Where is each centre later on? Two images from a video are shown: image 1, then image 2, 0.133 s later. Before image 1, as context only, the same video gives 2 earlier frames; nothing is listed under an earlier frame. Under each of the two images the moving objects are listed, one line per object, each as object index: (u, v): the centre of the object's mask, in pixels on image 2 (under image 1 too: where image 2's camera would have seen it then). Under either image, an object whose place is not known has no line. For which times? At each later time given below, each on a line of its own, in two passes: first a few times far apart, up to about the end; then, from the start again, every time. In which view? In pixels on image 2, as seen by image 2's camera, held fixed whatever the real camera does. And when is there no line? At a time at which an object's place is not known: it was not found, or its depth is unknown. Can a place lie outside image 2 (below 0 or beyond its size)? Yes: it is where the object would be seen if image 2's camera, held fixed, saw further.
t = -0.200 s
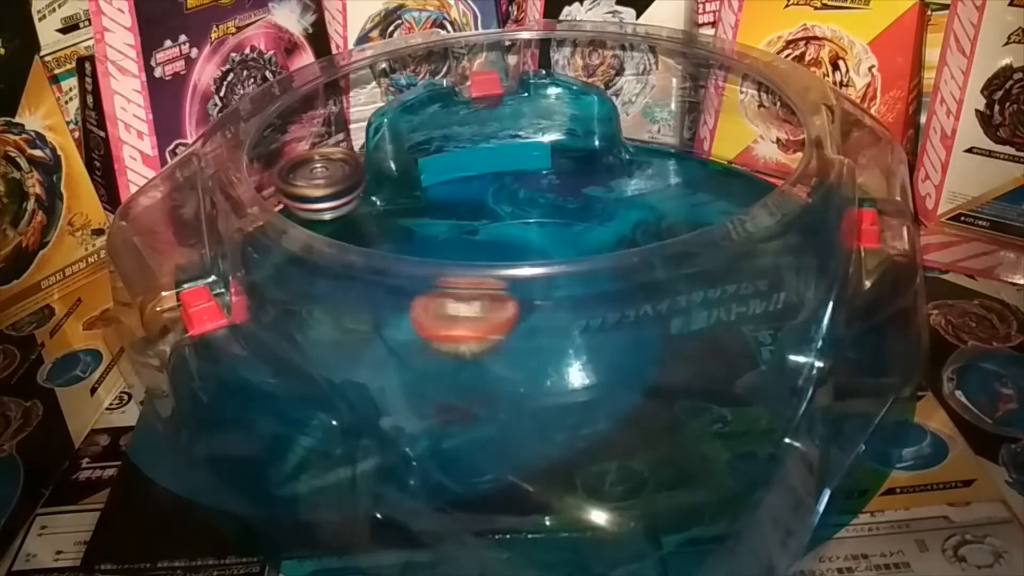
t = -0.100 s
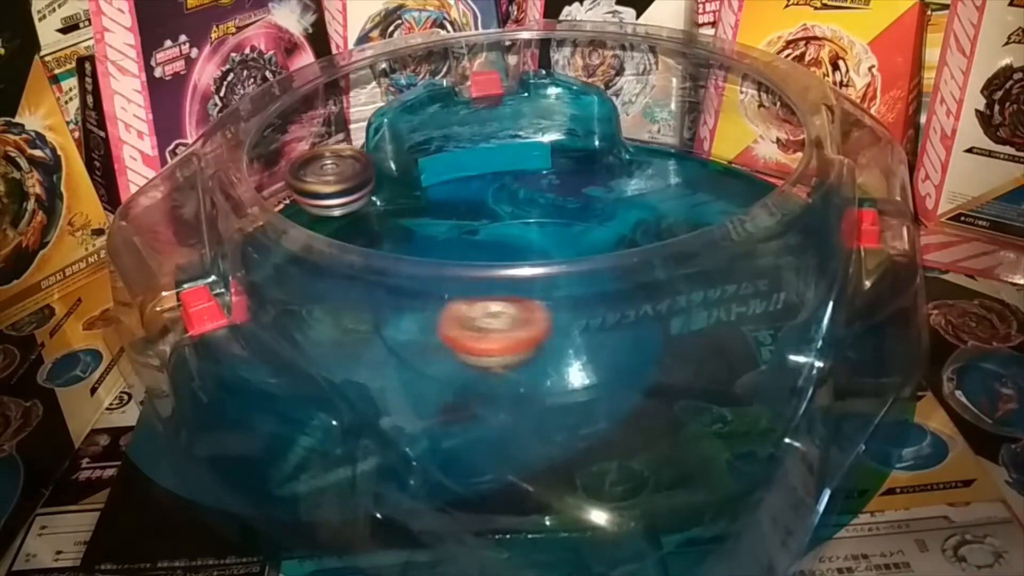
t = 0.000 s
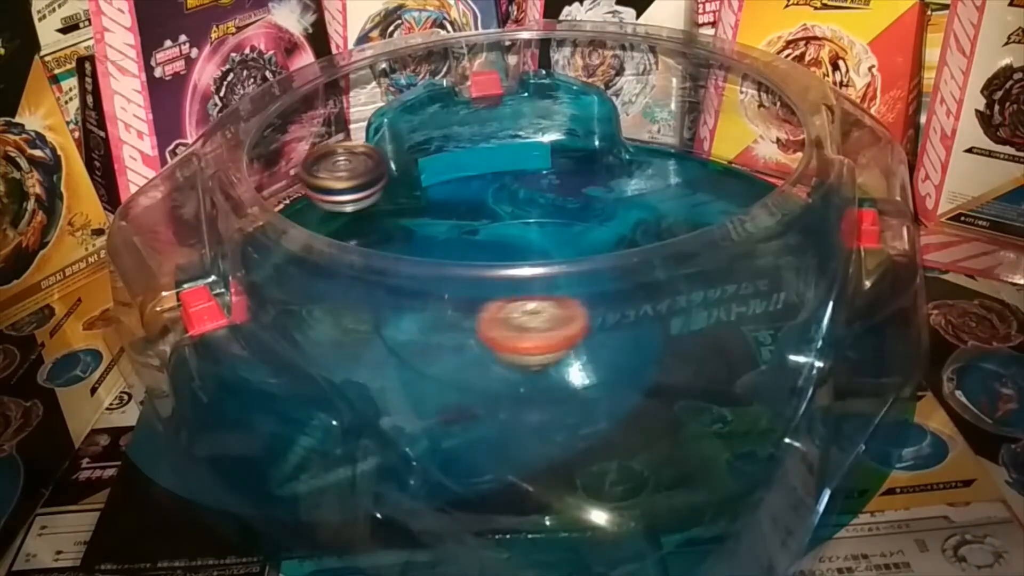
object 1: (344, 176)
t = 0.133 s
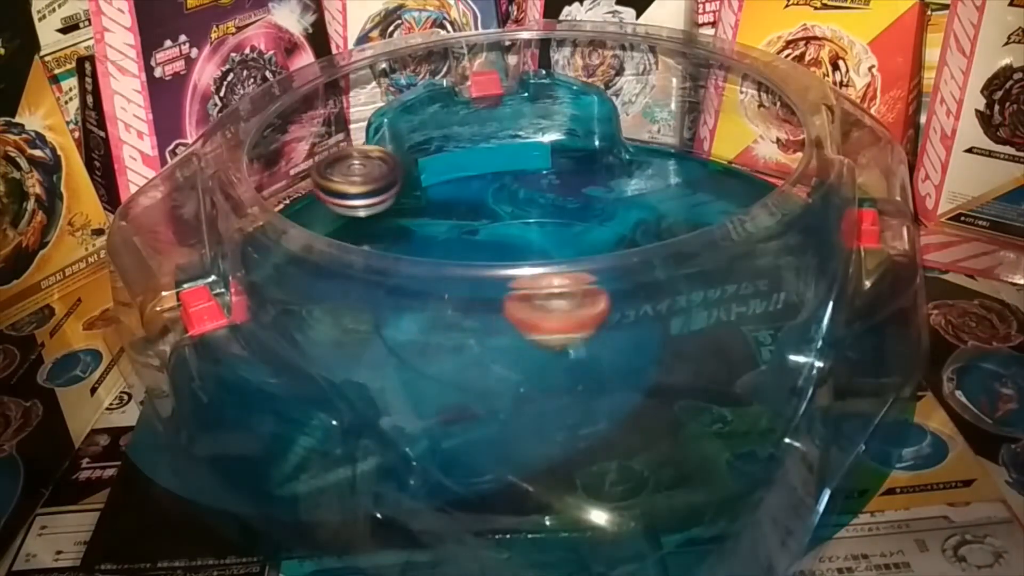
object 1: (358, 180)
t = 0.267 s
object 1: (374, 187)
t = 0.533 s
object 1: (422, 216)
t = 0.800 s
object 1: (566, 228)
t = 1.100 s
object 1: (649, 259)
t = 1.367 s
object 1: (610, 279)
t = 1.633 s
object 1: (646, 257)
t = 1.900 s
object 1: (633, 278)
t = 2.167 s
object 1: (568, 257)
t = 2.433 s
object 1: (579, 222)
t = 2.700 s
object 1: (575, 232)
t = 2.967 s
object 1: (567, 236)
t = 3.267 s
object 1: (563, 259)
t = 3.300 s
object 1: (569, 263)
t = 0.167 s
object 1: (361, 182)
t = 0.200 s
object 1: (365, 183)
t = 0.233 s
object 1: (370, 185)
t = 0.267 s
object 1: (374, 187)
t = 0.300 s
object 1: (379, 188)
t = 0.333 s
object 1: (384, 190)
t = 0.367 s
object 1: (387, 192)
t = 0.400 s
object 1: (392, 196)
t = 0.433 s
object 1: (396, 199)
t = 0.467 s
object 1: (401, 204)
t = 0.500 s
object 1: (409, 210)
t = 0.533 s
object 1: (422, 216)
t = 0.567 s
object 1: (437, 222)
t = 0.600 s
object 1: (457, 225)
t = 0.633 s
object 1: (477, 222)
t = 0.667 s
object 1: (495, 220)
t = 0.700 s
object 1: (515, 221)
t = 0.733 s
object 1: (532, 222)
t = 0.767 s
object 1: (550, 225)
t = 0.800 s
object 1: (566, 228)
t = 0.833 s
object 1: (579, 232)
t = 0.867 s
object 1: (591, 245)
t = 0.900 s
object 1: (601, 256)
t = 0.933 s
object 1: (605, 268)
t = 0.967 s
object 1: (609, 276)
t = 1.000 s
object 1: (611, 281)
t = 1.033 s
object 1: (616, 284)
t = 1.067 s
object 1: (633, 274)
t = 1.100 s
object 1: (649, 259)
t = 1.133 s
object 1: (659, 251)
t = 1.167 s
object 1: (664, 243)
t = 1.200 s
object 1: (665, 242)
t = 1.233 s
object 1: (658, 245)
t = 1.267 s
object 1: (649, 250)
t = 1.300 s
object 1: (636, 261)
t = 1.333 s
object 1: (625, 268)
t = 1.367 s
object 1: (610, 279)
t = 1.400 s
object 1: (592, 297)
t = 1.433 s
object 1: (580, 296)
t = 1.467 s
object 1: (593, 290)
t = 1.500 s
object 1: (607, 281)
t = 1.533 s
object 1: (617, 274)
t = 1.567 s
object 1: (628, 267)
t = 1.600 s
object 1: (639, 260)
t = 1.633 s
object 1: (646, 257)
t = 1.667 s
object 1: (652, 258)
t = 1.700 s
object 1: (655, 258)
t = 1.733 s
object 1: (656, 260)
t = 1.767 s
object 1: (654, 264)
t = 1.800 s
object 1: (652, 268)
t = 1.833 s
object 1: (648, 272)
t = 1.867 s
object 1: (640, 273)
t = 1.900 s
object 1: (633, 278)
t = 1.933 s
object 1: (624, 280)
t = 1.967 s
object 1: (615, 282)
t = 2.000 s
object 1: (607, 282)
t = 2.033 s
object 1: (597, 282)
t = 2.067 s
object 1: (588, 276)
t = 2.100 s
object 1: (579, 271)
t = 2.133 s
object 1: (571, 262)
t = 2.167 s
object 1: (568, 257)
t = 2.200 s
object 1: (565, 251)
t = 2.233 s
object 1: (562, 237)
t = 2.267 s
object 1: (562, 233)
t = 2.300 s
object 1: (564, 230)
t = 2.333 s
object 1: (567, 228)
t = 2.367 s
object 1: (571, 225)
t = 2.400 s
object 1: (576, 223)
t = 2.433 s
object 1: (579, 222)
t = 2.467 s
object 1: (583, 221)
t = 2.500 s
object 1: (585, 222)
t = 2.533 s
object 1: (585, 223)
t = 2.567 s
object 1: (585, 224)
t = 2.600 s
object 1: (584, 226)
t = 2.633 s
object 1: (582, 228)
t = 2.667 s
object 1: (579, 230)
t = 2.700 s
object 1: (575, 232)
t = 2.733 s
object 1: (569, 234)
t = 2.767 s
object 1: (562, 235)
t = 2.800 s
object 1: (554, 236)
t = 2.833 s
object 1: (552, 236)
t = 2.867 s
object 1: (557, 236)
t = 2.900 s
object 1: (562, 236)
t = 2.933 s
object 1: (567, 244)
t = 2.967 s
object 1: (567, 236)
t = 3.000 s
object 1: (567, 244)
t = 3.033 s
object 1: (564, 245)
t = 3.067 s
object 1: (560, 245)
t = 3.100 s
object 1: (567, 246)
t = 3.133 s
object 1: (573, 248)
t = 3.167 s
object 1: (576, 249)
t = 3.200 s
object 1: (574, 251)
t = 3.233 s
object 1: (569, 254)
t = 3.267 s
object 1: (563, 259)
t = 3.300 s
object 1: (569, 263)
